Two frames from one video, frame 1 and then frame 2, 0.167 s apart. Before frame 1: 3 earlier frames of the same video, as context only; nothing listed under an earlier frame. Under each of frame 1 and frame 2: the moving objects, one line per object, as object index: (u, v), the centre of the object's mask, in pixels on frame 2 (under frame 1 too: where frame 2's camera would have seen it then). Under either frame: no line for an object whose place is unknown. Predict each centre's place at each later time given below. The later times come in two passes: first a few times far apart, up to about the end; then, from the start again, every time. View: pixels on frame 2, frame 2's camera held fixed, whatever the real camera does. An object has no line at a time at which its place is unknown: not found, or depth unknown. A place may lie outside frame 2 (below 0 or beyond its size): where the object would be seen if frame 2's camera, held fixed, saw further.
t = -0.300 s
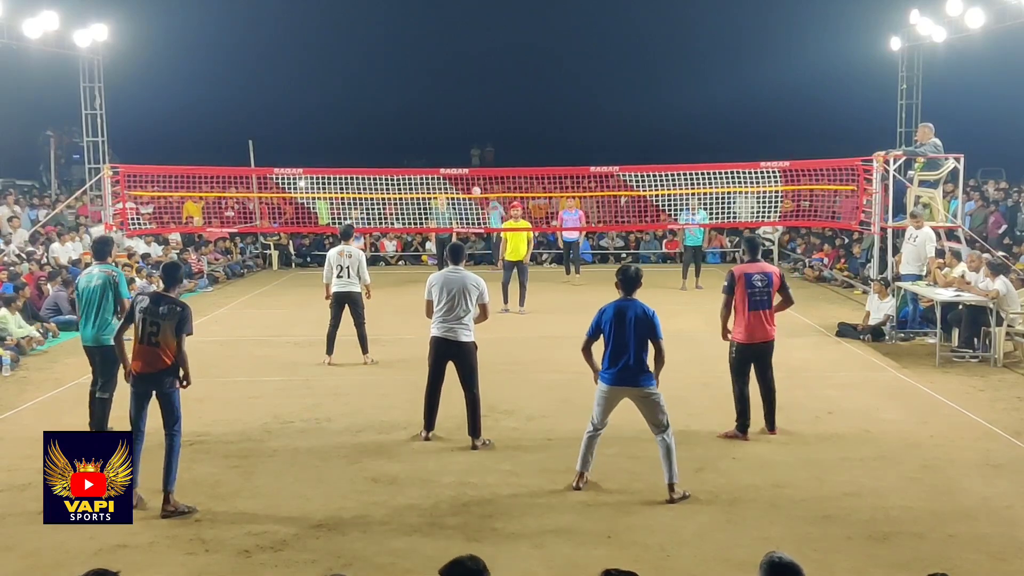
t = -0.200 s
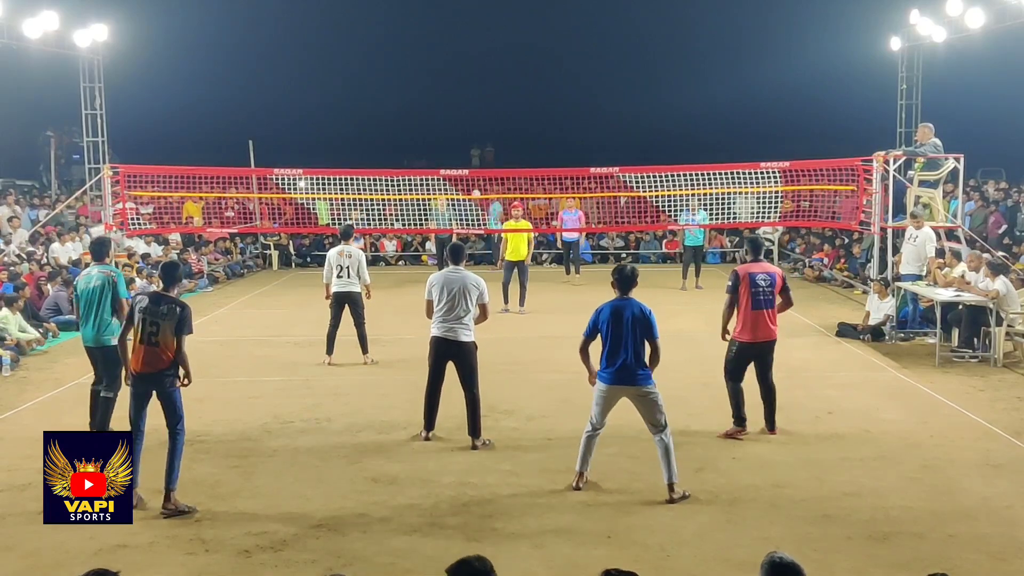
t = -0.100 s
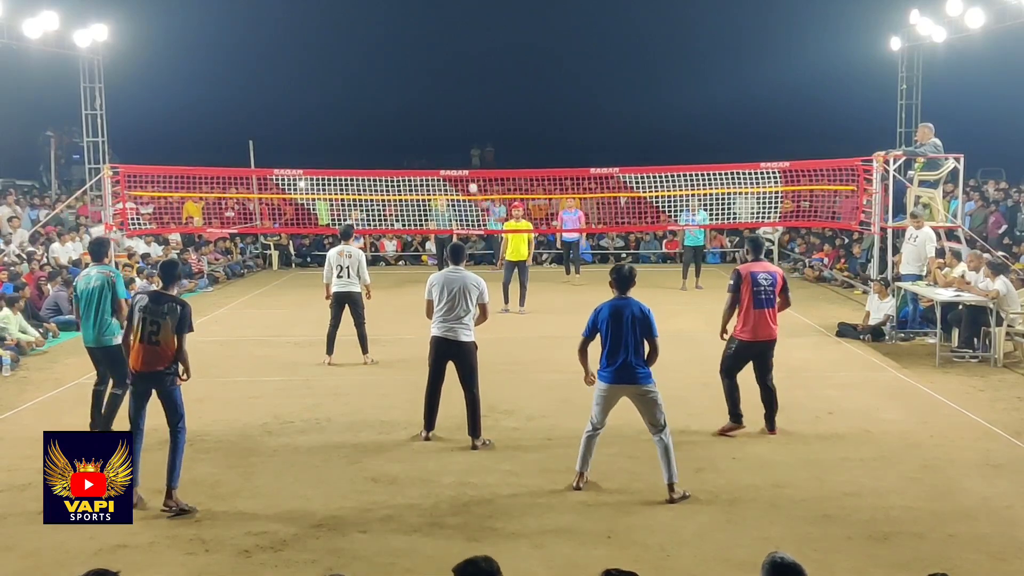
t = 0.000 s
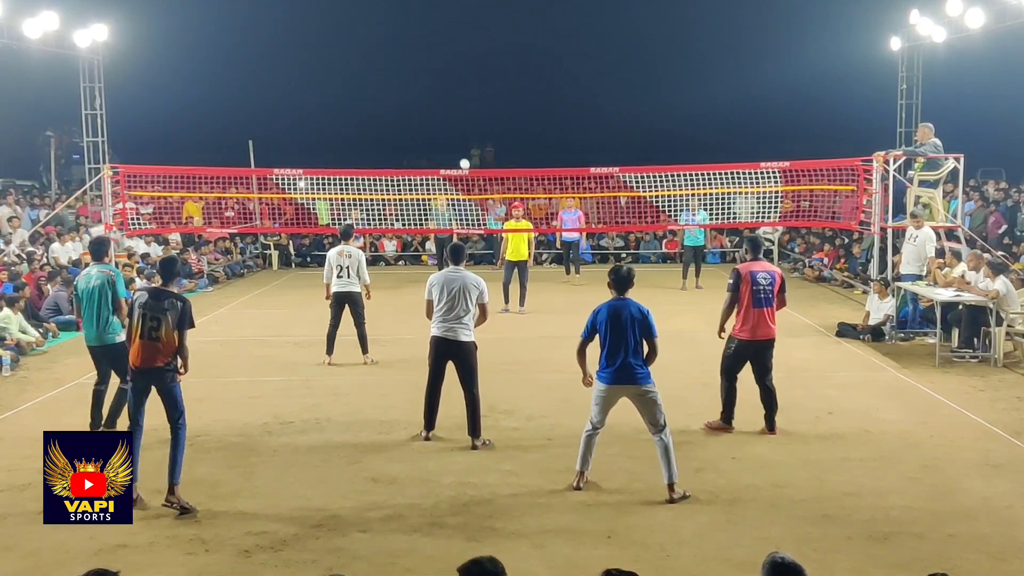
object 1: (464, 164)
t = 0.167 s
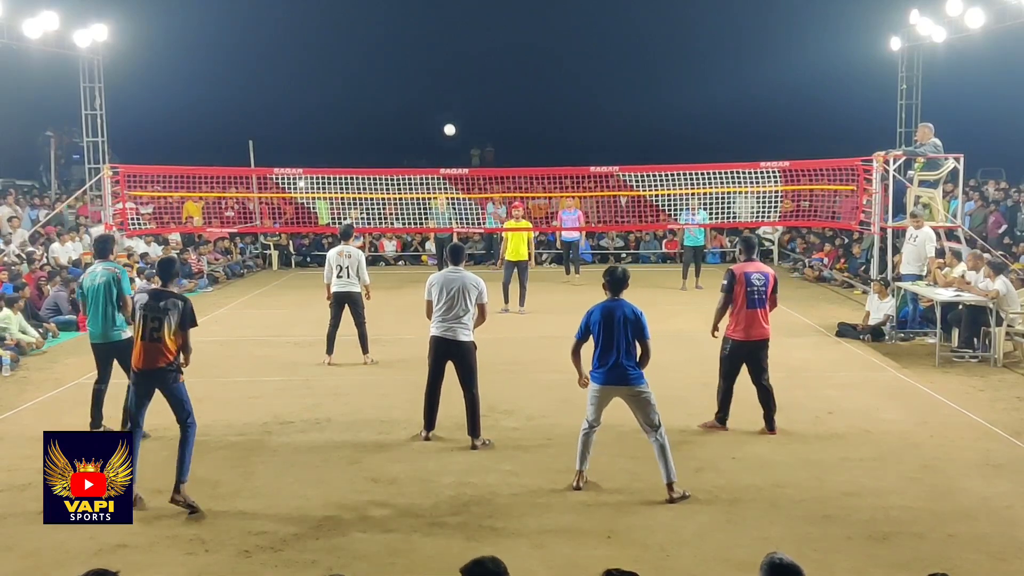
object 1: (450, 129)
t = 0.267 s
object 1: (440, 113)
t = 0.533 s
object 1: (408, 91)
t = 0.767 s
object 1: (370, 111)
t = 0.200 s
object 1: (447, 123)
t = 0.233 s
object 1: (444, 118)
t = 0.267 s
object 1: (440, 113)
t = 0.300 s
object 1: (437, 108)
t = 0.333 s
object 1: (434, 104)
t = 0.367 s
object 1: (430, 100)
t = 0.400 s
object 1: (426, 97)
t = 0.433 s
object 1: (422, 95)
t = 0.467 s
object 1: (417, 93)
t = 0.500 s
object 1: (413, 91)
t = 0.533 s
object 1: (408, 91)
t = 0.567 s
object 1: (403, 91)
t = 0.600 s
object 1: (398, 91)
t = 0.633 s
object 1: (393, 94)
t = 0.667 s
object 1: (387, 96)
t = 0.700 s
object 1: (382, 100)
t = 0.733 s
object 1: (376, 105)
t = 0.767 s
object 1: (370, 111)
